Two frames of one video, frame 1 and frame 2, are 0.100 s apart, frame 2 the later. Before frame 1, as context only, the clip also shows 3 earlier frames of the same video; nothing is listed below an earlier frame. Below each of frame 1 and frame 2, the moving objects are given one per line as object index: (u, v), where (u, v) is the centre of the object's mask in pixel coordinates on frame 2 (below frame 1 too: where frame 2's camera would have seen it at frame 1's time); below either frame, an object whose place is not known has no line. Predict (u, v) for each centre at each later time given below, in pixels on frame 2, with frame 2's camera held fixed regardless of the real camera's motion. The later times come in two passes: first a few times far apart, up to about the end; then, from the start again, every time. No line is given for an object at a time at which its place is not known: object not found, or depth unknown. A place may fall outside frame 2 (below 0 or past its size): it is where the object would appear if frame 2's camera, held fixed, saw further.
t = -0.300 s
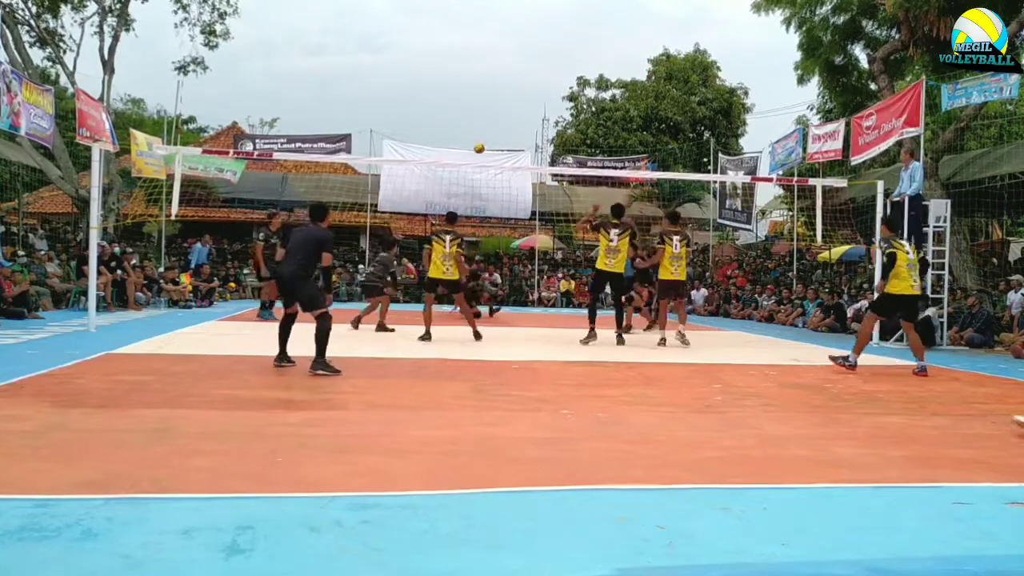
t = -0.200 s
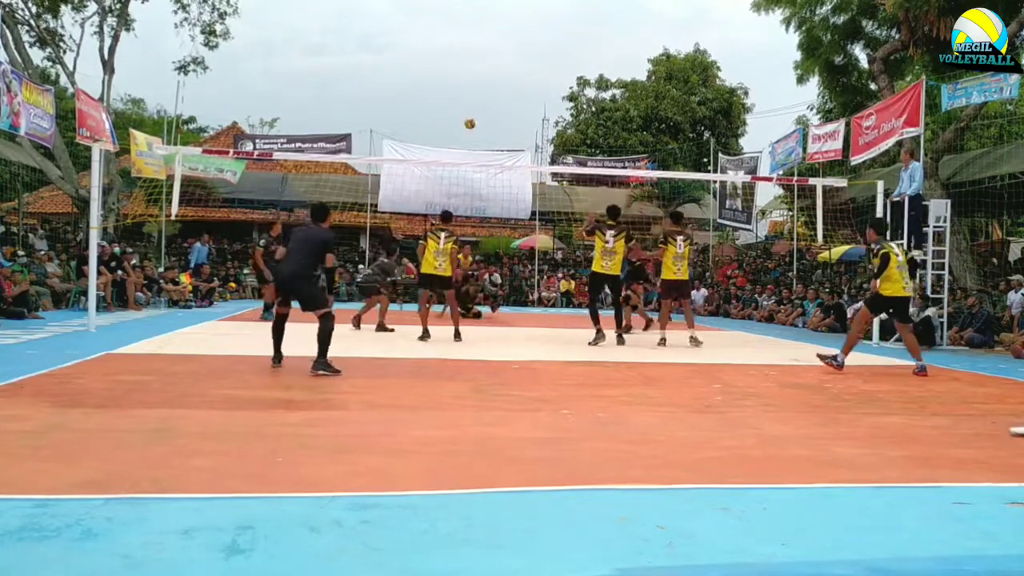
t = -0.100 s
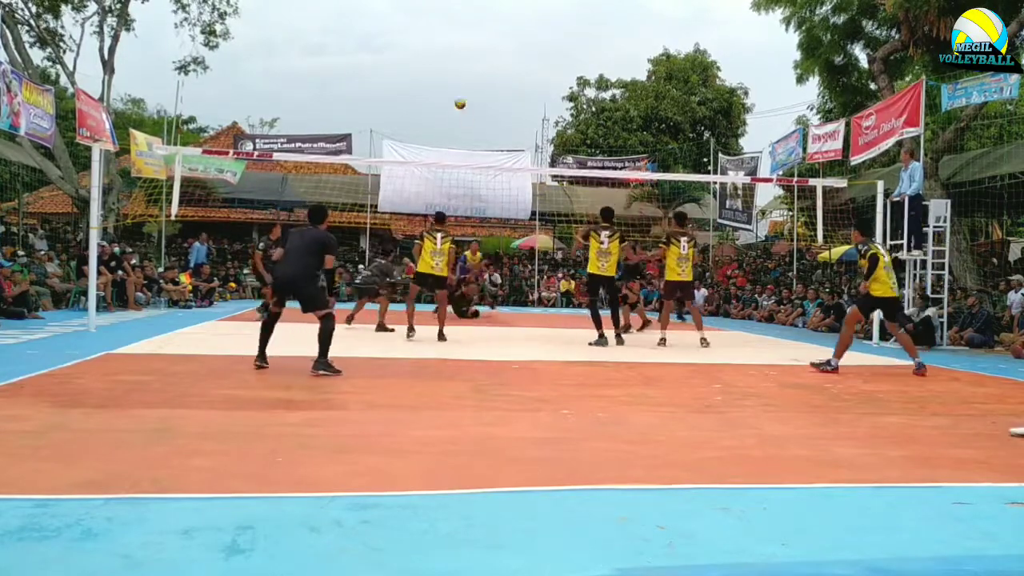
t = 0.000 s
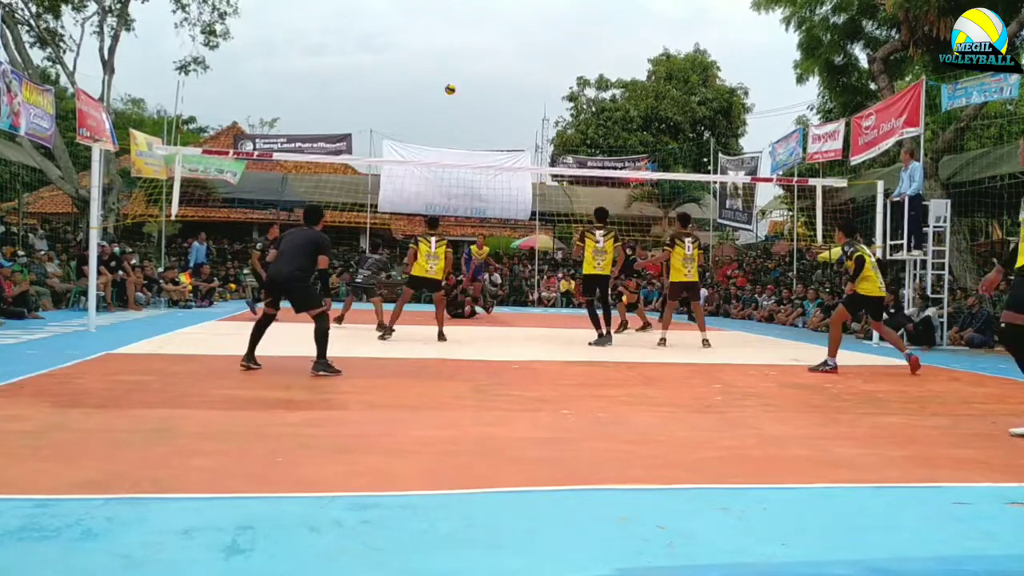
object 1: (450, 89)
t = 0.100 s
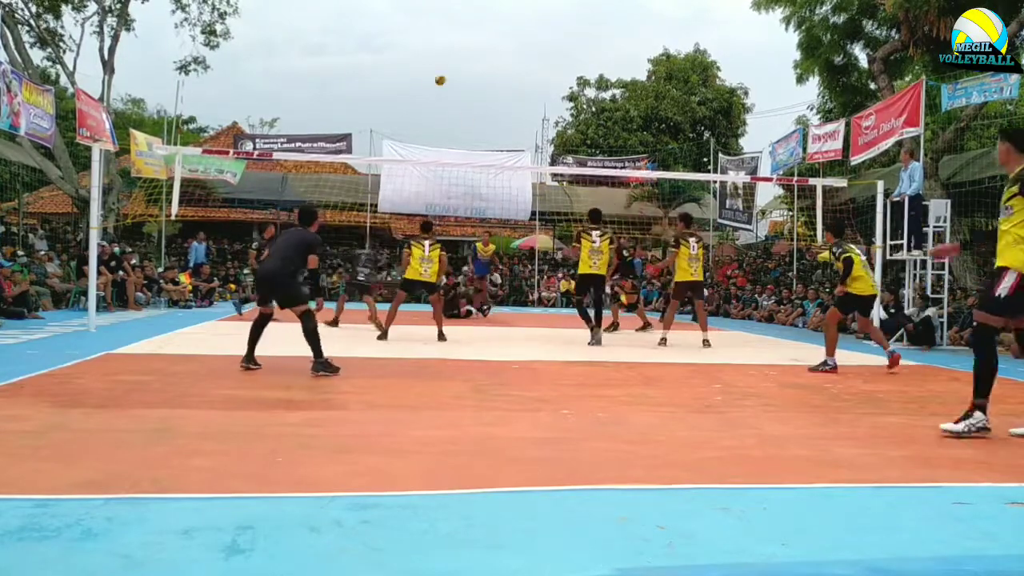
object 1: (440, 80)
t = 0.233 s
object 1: (426, 75)
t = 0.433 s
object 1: (404, 85)
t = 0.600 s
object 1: (384, 110)
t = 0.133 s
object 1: (436, 78)
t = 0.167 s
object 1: (433, 76)
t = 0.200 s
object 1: (429, 75)
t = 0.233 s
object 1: (426, 75)
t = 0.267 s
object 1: (422, 76)
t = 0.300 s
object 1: (419, 76)
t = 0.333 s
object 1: (415, 78)
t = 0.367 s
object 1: (411, 80)
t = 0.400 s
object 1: (407, 82)
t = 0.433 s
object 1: (404, 85)
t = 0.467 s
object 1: (400, 89)
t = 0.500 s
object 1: (396, 93)
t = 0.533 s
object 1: (392, 98)
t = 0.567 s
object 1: (389, 104)
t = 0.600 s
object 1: (384, 110)
